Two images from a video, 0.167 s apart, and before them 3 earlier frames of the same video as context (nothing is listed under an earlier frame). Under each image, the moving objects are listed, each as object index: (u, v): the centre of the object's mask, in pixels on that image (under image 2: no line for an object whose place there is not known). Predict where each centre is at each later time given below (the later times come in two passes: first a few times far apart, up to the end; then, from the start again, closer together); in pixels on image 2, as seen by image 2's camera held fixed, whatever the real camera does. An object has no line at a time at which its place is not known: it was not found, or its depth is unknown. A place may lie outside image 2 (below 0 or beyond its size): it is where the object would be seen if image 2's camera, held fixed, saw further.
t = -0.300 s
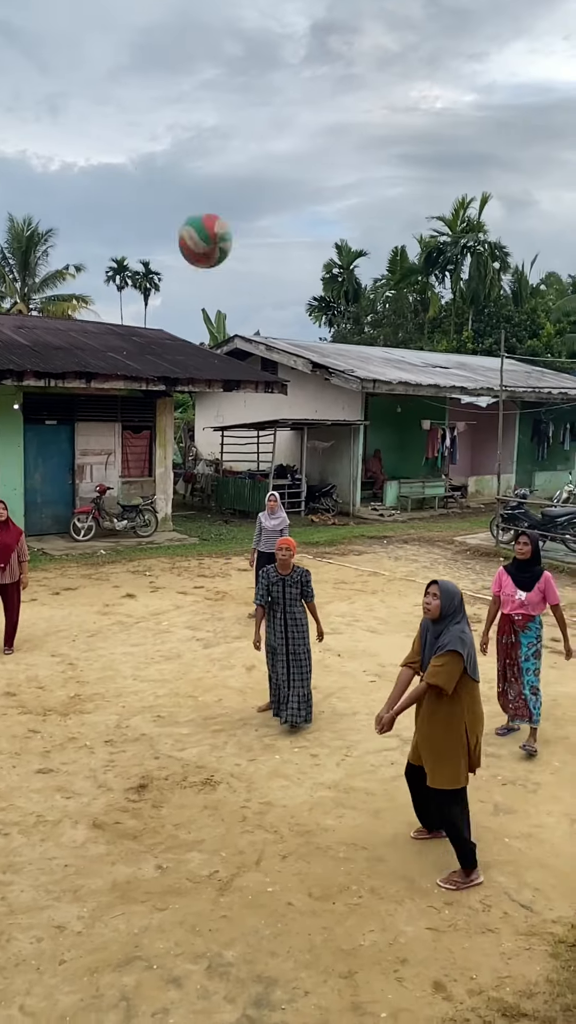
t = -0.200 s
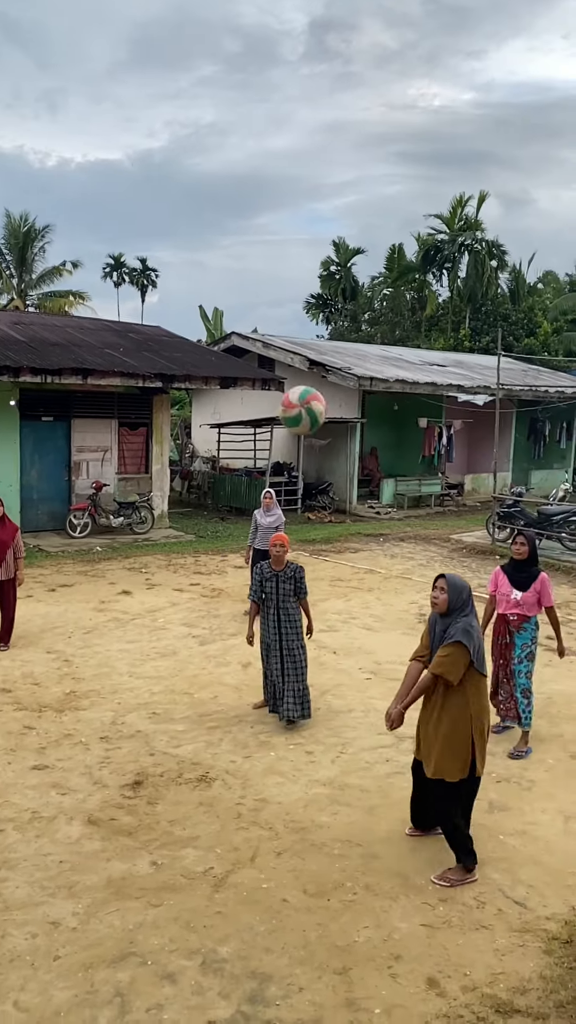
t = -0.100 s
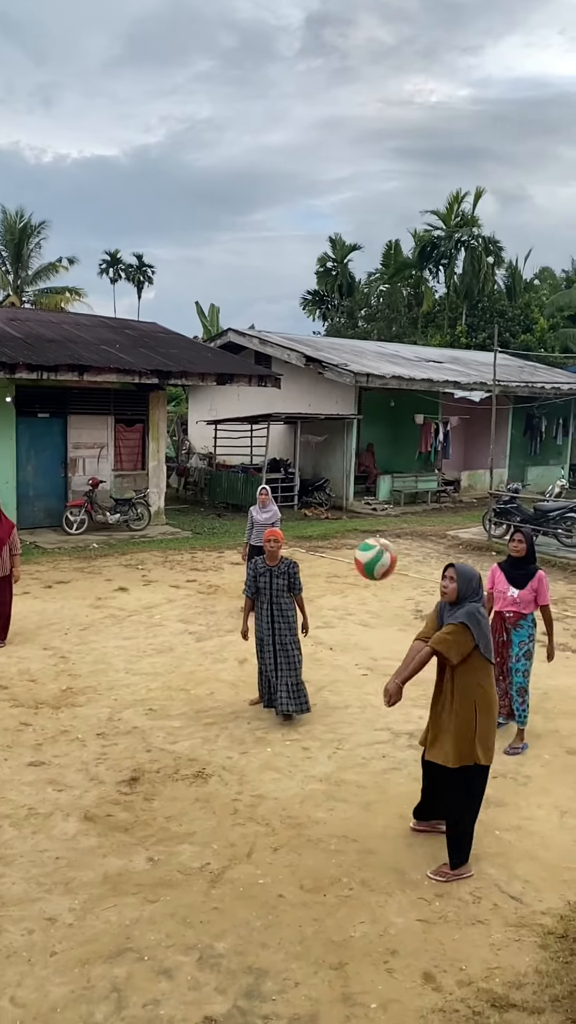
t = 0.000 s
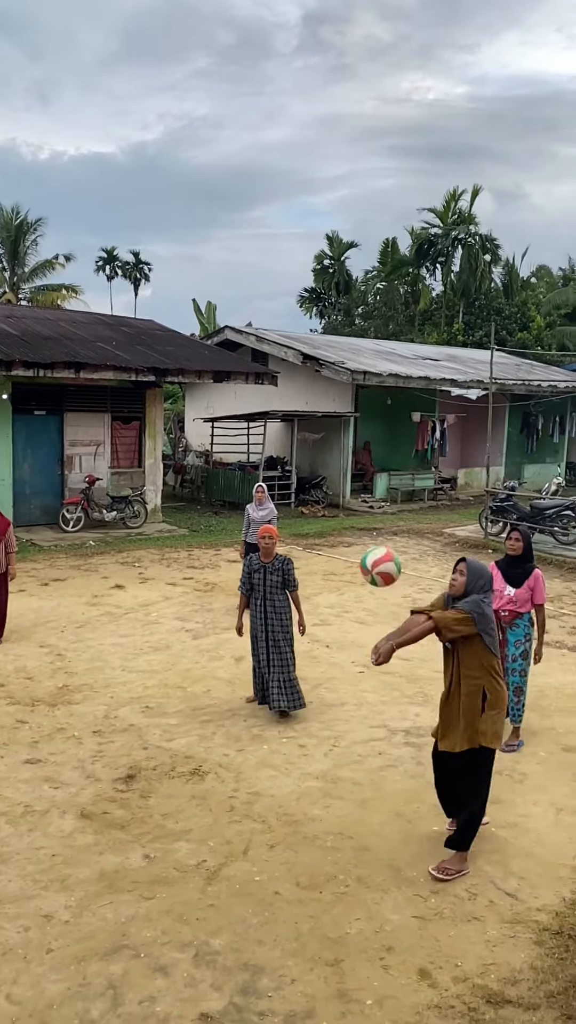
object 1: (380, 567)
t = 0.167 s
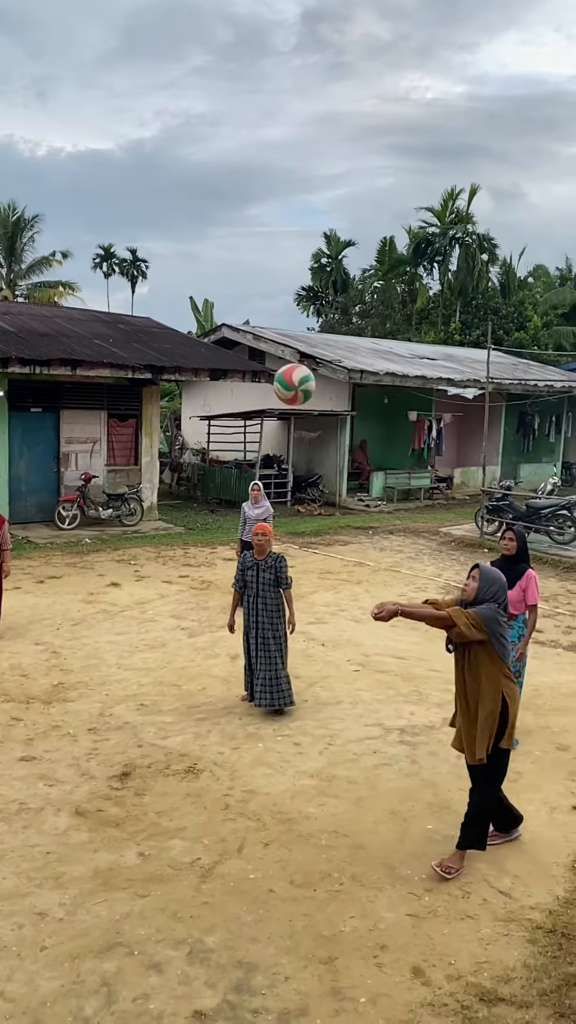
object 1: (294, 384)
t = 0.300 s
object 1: (226, 275)
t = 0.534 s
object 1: (104, 172)
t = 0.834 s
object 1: (-43, 207)
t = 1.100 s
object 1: (-162, 375)
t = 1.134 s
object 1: (-175, 404)
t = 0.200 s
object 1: (277, 354)
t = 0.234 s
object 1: (260, 326)
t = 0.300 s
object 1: (226, 275)
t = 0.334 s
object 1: (206, 251)
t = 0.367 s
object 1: (189, 232)
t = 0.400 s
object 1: (172, 216)
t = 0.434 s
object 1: (154, 201)
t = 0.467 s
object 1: (137, 189)
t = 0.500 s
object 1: (120, 180)
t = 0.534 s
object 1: (104, 172)
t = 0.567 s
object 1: (86, 167)
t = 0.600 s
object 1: (69, 164)
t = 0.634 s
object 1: (52, 163)
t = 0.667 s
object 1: (35, 165)
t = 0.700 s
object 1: (19, 168)
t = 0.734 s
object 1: (3, 175)
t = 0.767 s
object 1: (-12, 184)
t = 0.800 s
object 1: (-28, 194)
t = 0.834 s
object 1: (-43, 207)
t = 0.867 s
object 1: (-58, 221)
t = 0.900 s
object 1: (-72, 238)
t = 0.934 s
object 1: (-86, 257)
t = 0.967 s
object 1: (-102, 277)
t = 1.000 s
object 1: (-118, 298)
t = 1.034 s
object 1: (-133, 323)
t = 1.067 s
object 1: (-148, 348)
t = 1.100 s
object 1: (-162, 375)
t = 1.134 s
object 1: (-175, 404)
